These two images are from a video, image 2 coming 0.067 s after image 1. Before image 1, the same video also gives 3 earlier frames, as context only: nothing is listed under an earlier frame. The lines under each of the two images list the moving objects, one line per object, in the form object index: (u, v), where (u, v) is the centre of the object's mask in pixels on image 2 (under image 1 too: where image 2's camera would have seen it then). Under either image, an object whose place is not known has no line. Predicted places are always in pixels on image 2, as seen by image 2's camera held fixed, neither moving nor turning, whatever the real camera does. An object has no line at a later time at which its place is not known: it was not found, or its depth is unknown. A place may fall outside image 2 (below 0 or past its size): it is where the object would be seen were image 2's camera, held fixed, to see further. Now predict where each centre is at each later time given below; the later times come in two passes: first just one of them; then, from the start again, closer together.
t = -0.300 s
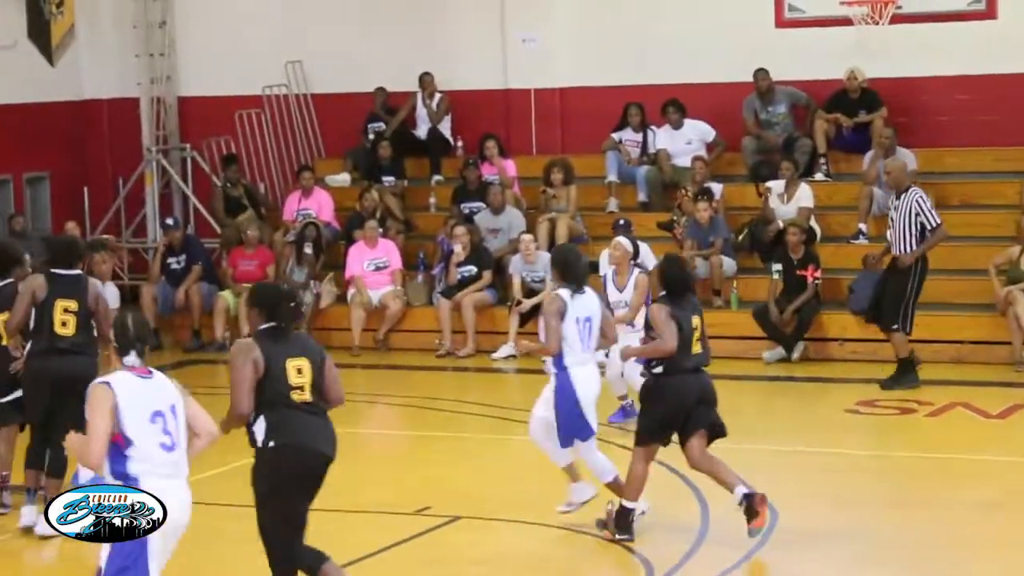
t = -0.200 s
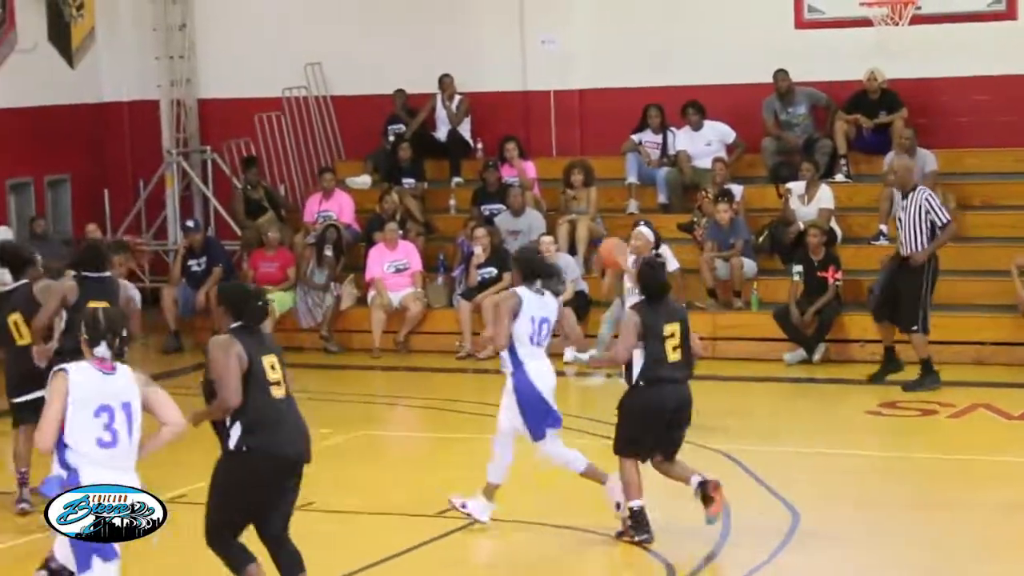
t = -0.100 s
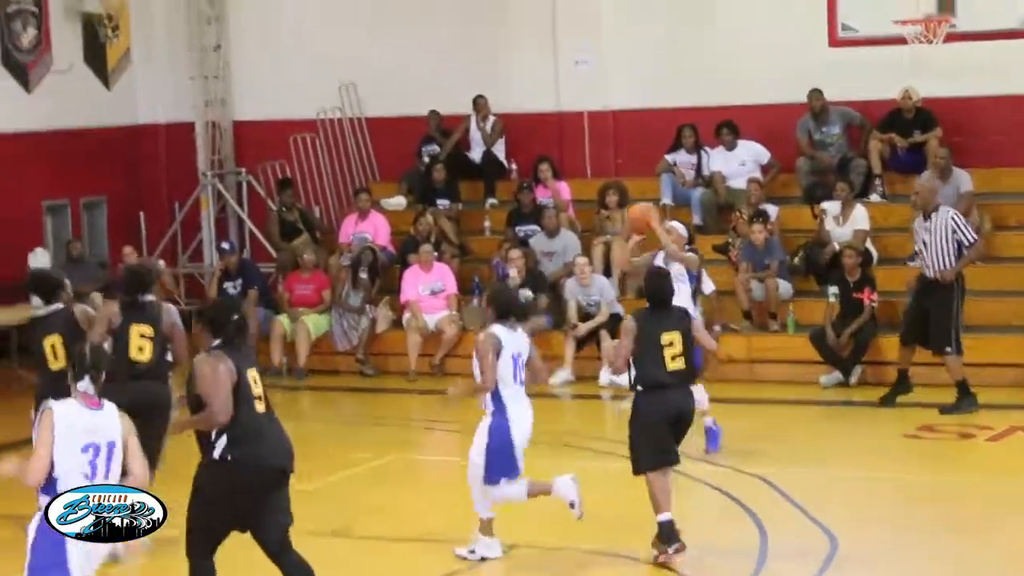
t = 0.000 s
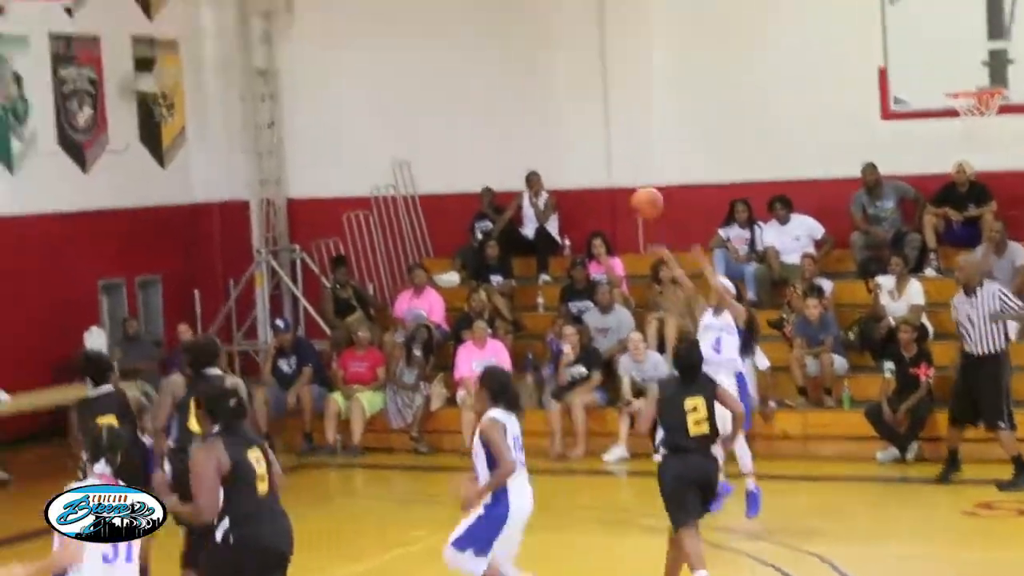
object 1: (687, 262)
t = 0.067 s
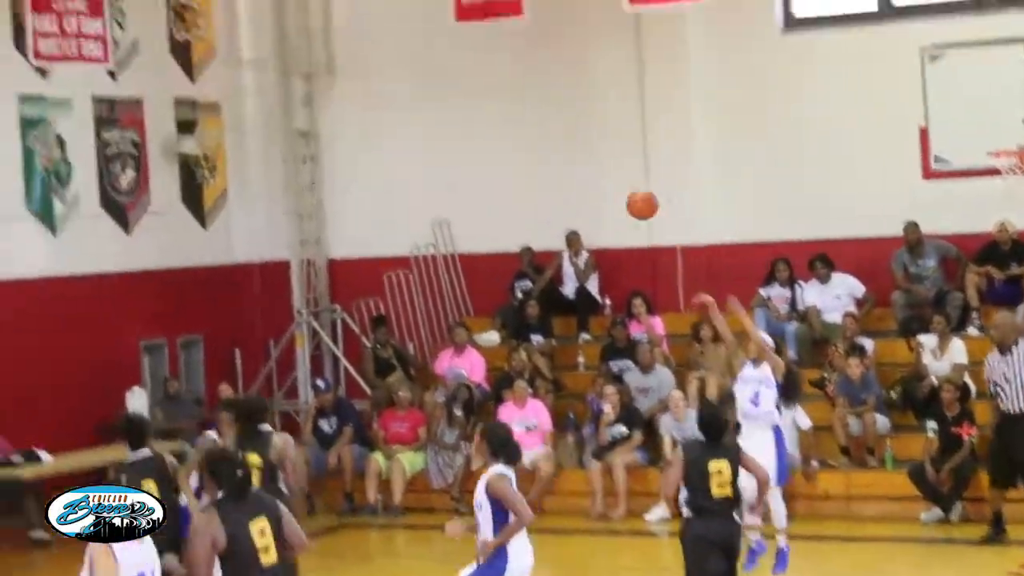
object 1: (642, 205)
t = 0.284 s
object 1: (498, 54)
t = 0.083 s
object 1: (631, 191)
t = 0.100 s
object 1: (620, 178)
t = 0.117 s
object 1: (609, 164)
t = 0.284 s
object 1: (498, 54)
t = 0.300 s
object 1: (488, 46)
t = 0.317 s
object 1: (476, 36)
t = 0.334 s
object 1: (466, 28)
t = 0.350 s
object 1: (454, 20)
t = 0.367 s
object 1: (441, 11)
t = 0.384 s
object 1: (431, 4)
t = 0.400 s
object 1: (419, -3)
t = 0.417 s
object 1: (408, -10)
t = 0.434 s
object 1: (396, -17)
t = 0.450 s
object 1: (384, -22)
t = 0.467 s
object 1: (373, -29)
